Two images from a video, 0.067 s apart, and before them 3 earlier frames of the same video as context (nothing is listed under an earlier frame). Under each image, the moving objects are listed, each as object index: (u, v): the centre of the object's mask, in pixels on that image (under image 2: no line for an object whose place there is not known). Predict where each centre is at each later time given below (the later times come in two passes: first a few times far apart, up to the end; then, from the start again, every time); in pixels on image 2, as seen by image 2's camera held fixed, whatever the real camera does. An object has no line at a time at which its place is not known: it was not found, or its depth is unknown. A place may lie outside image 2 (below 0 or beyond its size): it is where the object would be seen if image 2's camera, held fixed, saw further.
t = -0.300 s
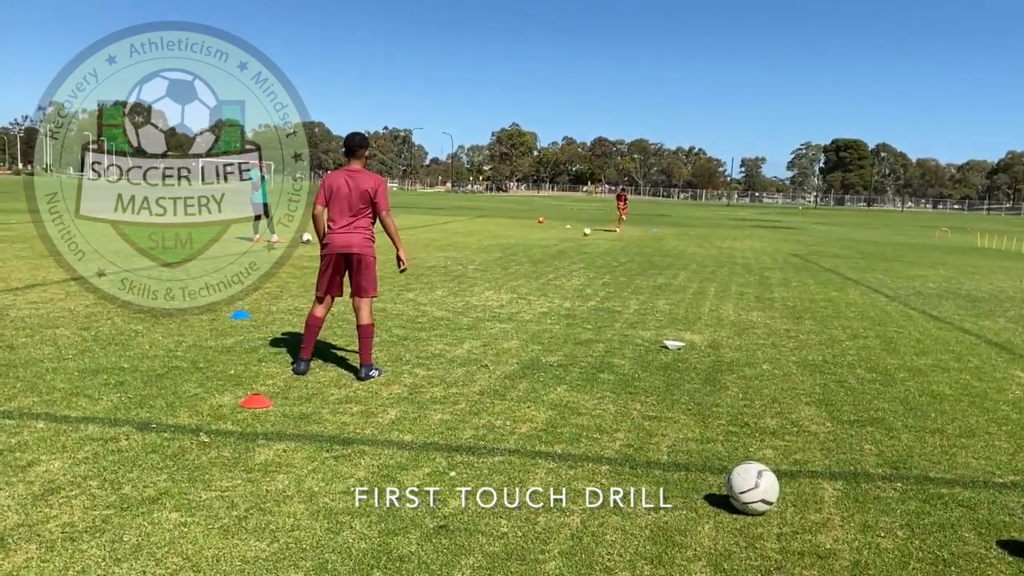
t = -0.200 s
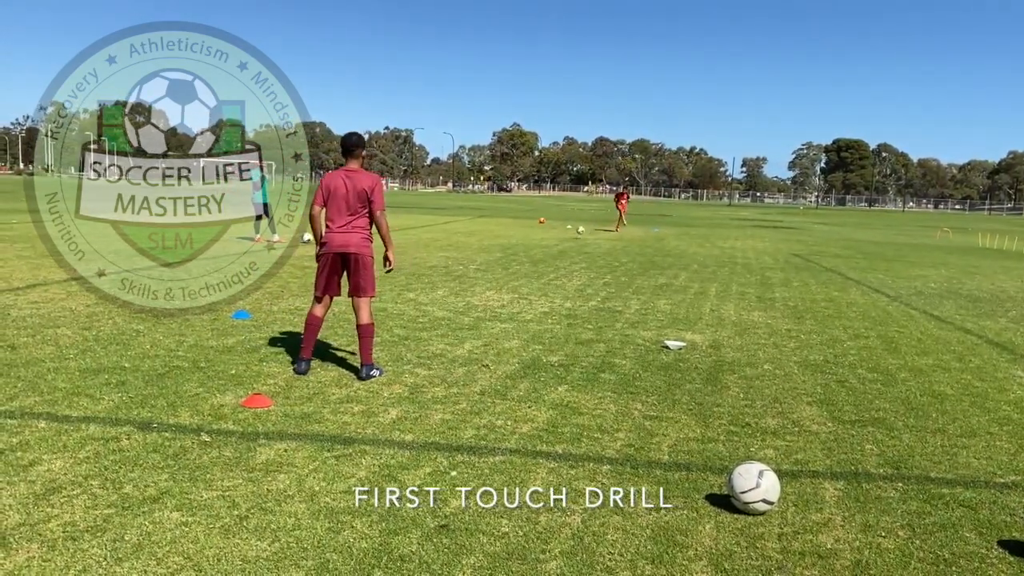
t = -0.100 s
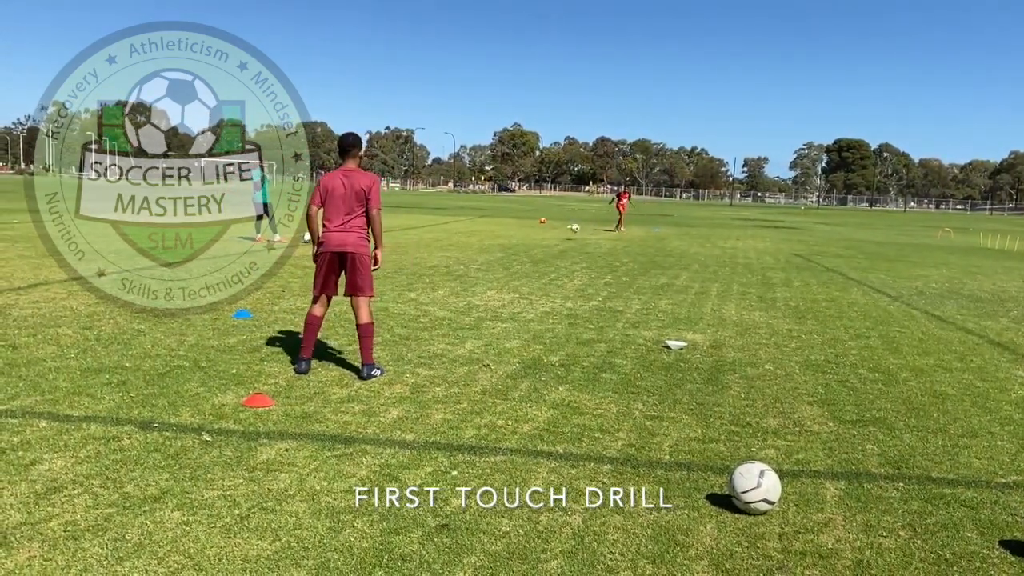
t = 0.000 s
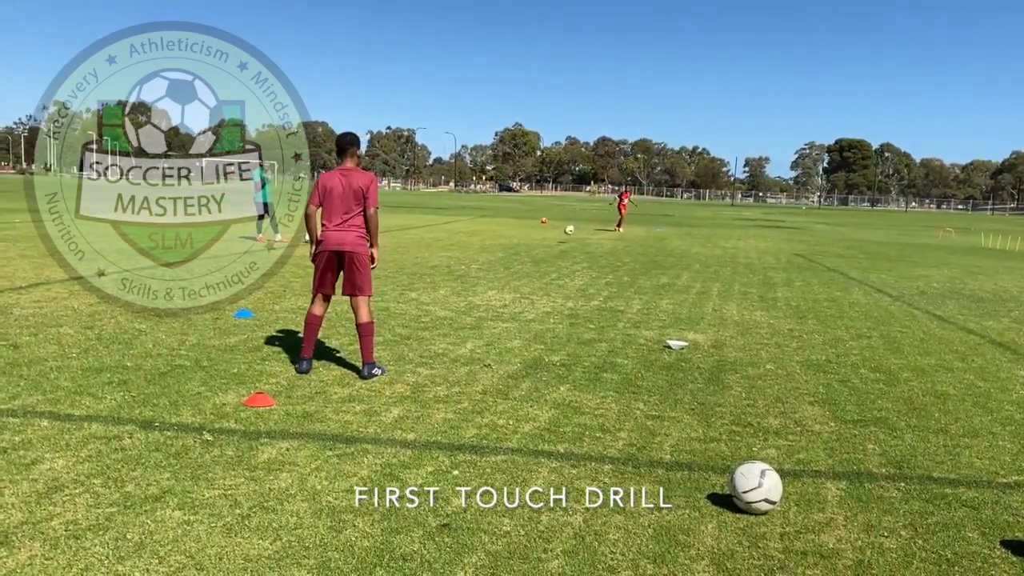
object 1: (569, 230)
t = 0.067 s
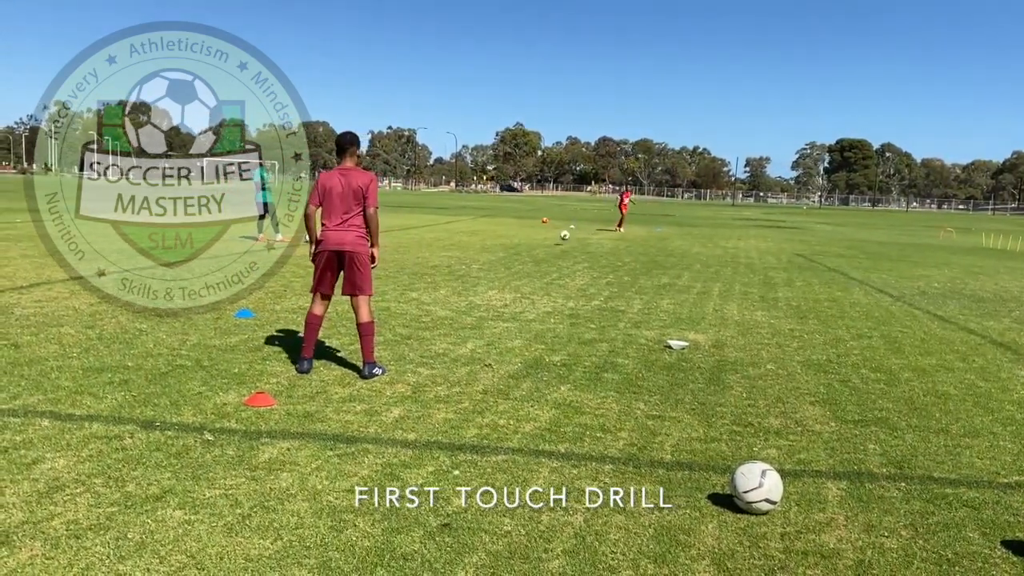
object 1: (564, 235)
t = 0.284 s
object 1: (550, 236)
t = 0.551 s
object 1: (530, 255)
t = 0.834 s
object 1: (502, 258)
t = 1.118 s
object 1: (466, 265)
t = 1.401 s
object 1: (414, 293)
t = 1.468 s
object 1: (401, 298)
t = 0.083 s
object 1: (563, 237)
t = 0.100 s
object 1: (562, 239)
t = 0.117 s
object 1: (561, 241)
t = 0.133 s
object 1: (559, 243)
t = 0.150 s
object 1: (558, 244)
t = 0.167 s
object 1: (557, 242)
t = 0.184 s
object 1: (557, 241)
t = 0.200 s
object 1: (555, 240)
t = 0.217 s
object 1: (555, 239)
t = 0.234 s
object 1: (553, 238)
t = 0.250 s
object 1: (552, 237)
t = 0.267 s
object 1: (551, 237)
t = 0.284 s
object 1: (550, 236)
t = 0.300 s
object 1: (549, 236)
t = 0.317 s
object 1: (548, 236)
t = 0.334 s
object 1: (547, 236)
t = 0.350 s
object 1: (546, 237)
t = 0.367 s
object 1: (544, 237)
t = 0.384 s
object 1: (543, 238)
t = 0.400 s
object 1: (542, 239)
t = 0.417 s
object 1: (540, 240)
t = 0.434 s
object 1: (540, 241)
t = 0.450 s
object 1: (538, 242)
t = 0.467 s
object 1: (537, 244)
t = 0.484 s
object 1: (536, 245)
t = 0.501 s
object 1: (535, 248)
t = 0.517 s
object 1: (533, 250)
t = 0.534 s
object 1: (532, 252)
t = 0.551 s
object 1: (530, 255)
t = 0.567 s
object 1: (529, 257)
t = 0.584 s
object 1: (528, 256)
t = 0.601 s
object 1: (526, 255)
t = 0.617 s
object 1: (525, 254)
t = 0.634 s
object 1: (523, 253)
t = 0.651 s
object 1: (522, 253)
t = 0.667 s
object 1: (520, 252)
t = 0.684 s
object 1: (519, 252)
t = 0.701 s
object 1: (517, 252)
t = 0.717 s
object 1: (515, 252)
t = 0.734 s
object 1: (513, 252)
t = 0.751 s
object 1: (511, 253)
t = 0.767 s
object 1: (510, 253)
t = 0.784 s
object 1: (508, 254)
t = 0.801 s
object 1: (506, 256)
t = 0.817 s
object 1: (504, 257)
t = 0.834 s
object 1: (502, 258)
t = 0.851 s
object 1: (500, 261)
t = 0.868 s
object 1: (498, 263)
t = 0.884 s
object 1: (496, 265)
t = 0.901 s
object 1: (494, 268)
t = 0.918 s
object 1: (492, 270)
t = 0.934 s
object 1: (490, 271)
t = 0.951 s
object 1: (488, 270)
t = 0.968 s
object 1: (486, 268)
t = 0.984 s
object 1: (484, 267)
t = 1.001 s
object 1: (482, 266)
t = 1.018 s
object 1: (480, 265)
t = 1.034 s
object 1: (477, 265)
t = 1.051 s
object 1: (475, 264)
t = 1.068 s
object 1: (473, 264)
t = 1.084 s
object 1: (470, 264)
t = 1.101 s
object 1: (468, 264)
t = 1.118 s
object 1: (466, 265)
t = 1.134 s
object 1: (463, 265)
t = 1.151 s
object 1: (460, 267)
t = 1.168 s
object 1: (458, 268)
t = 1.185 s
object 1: (455, 270)
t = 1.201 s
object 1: (452, 272)
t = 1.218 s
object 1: (449, 274)
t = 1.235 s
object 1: (446, 277)
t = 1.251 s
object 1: (443, 280)
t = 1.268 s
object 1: (440, 283)
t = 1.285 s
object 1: (437, 286)
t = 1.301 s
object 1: (434, 291)
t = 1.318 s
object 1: (430, 294)
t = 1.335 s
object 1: (427, 294)
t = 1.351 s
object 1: (424, 295)
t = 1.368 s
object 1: (421, 294)
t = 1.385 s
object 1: (418, 294)
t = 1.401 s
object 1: (414, 293)
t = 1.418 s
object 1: (411, 294)
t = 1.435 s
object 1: (408, 295)
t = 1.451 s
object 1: (404, 296)
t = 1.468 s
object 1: (401, 298)
